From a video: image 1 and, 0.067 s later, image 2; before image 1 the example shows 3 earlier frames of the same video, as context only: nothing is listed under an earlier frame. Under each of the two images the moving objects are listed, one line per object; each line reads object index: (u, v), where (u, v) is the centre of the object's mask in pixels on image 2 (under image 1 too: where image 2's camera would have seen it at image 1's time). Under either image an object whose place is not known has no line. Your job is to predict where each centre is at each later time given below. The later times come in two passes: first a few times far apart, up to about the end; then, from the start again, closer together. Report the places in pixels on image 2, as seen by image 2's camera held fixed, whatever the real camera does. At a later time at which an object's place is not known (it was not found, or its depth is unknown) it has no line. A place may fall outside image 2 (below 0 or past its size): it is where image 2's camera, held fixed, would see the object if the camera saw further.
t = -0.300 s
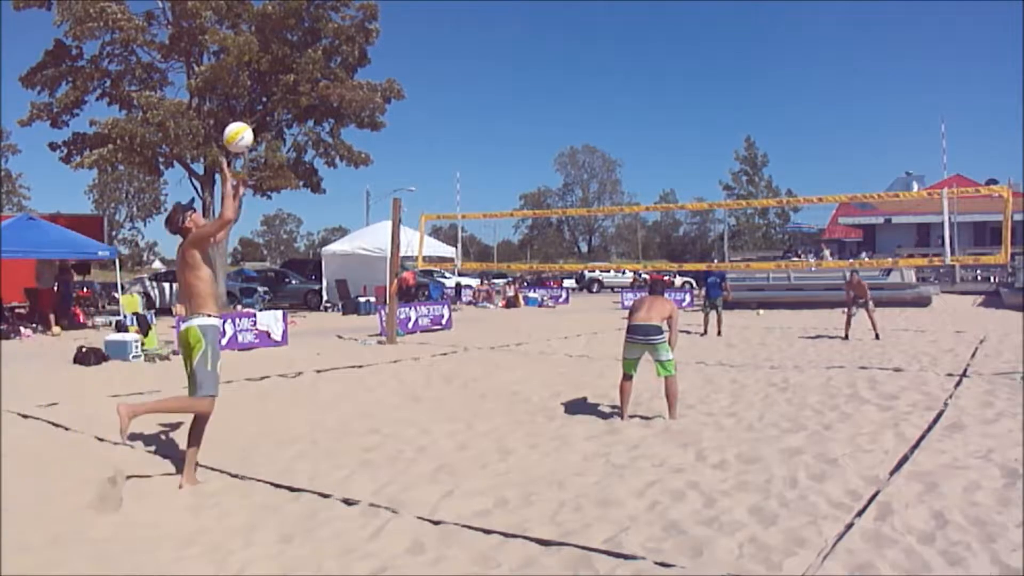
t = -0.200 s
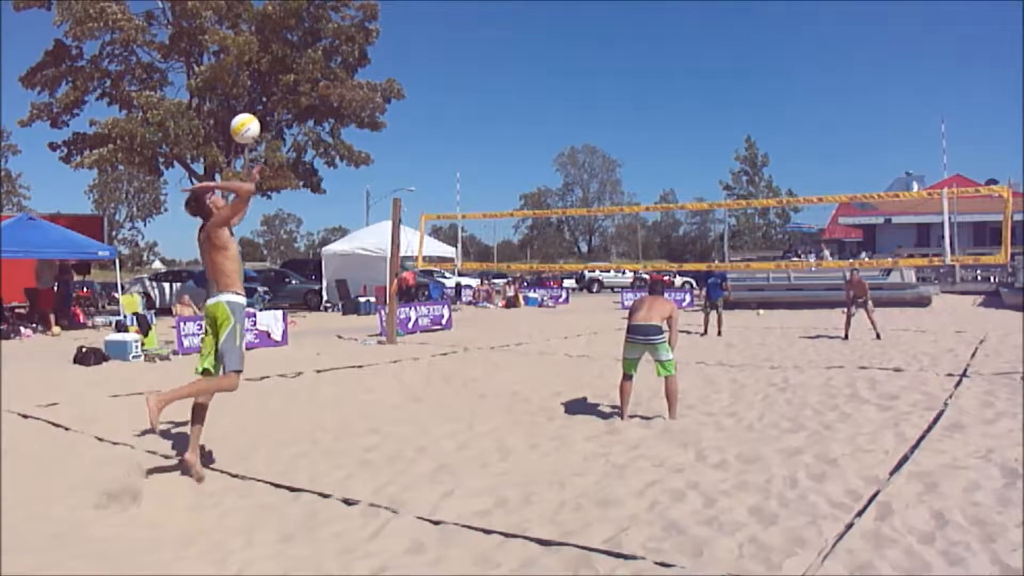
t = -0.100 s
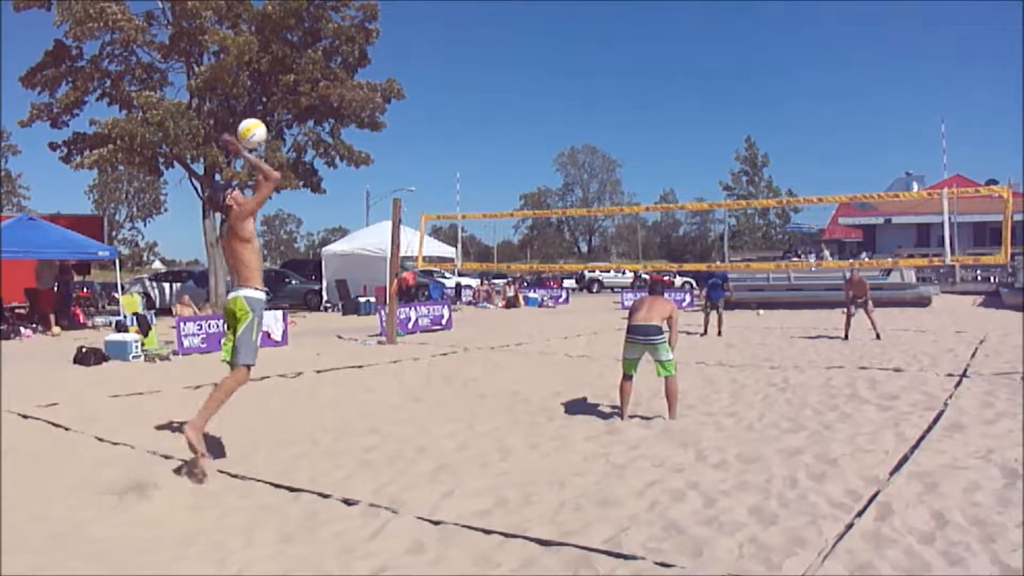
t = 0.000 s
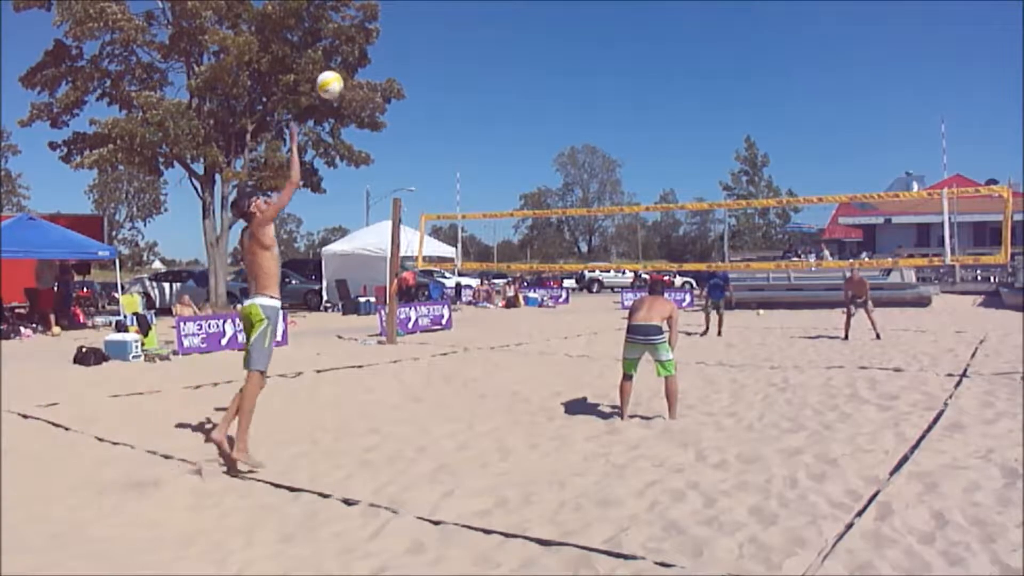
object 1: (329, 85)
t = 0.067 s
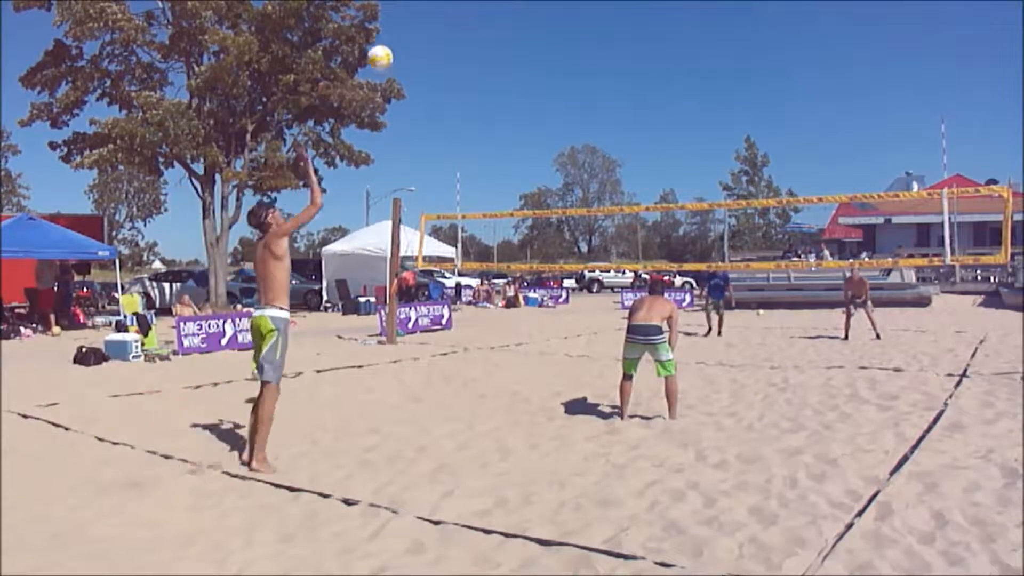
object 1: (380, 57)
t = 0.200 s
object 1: (464, 28)
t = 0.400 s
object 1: (561, 23)
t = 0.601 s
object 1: (635, 52)
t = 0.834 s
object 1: (700, 114)
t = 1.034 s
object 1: (743, 186)
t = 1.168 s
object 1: (746, 199)
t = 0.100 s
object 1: (403, 48)
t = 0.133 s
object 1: (424, 40)
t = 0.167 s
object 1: (445, 33)
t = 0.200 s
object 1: (464, 28)
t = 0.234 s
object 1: (482, 24)
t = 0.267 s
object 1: (500, 22)
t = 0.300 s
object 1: (516, 21)
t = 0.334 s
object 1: (532, 20)
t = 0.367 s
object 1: (547, 21)
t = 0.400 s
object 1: (561, 23)
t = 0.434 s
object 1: (575, 26)
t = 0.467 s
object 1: (588, 30)
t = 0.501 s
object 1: (600, 34)
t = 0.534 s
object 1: (612, 40)
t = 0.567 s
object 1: (624, 45)
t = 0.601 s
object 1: (635, 52)
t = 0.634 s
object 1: (645, 59)
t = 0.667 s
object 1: (656, 67)
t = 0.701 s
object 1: (665, 75)
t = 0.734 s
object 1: (674, 84)
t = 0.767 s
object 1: (683, 93)
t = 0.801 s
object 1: (691, 103)
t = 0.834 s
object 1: (700, 114)
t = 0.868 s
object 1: (708, 125)
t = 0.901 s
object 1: (716, 136)
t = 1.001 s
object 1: (736, 173)
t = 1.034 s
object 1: (743, 186)
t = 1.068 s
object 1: (747, 199)
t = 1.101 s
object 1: (748, 200)
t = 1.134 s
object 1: (748, 199)
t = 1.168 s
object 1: (746, 199)
